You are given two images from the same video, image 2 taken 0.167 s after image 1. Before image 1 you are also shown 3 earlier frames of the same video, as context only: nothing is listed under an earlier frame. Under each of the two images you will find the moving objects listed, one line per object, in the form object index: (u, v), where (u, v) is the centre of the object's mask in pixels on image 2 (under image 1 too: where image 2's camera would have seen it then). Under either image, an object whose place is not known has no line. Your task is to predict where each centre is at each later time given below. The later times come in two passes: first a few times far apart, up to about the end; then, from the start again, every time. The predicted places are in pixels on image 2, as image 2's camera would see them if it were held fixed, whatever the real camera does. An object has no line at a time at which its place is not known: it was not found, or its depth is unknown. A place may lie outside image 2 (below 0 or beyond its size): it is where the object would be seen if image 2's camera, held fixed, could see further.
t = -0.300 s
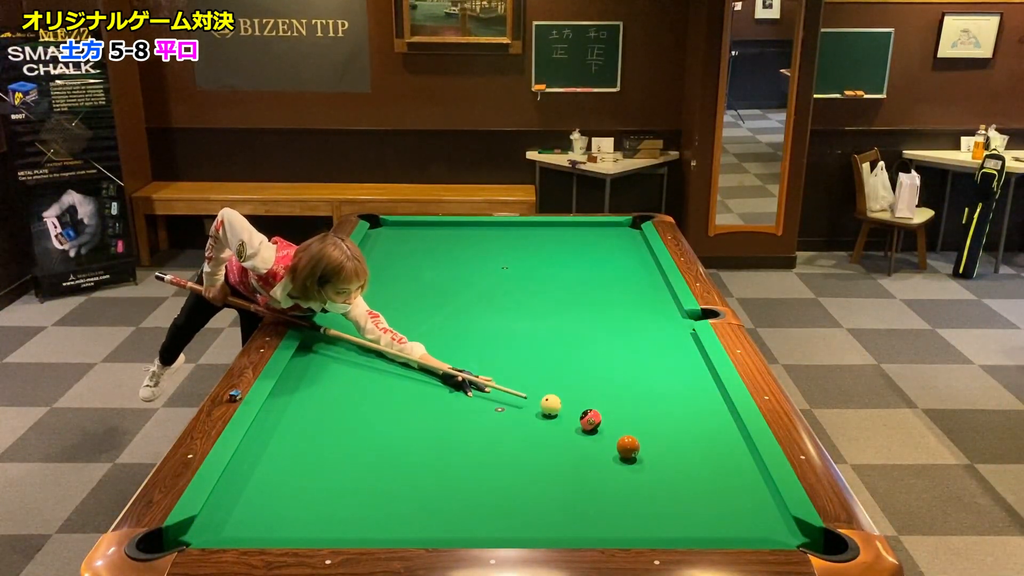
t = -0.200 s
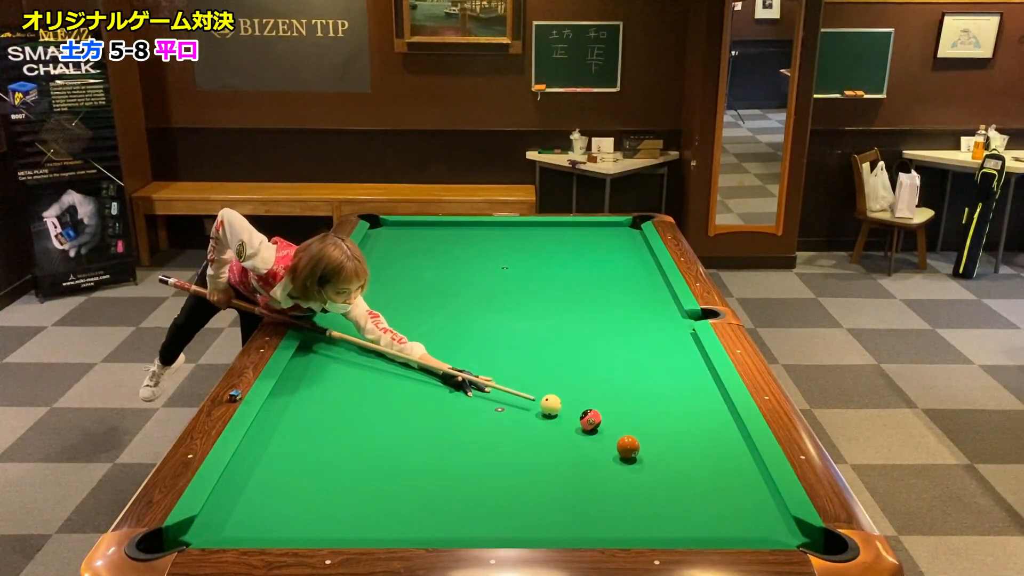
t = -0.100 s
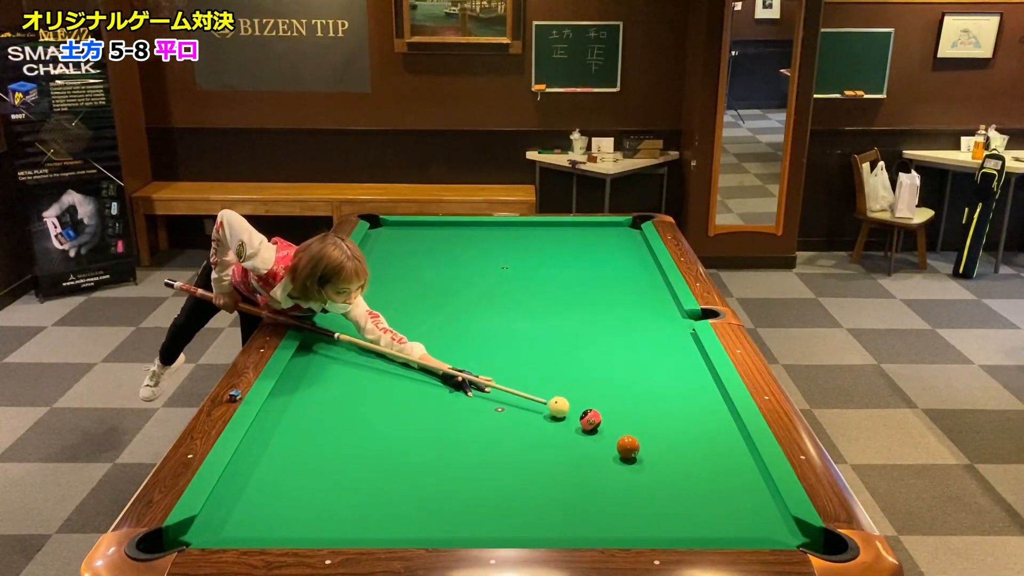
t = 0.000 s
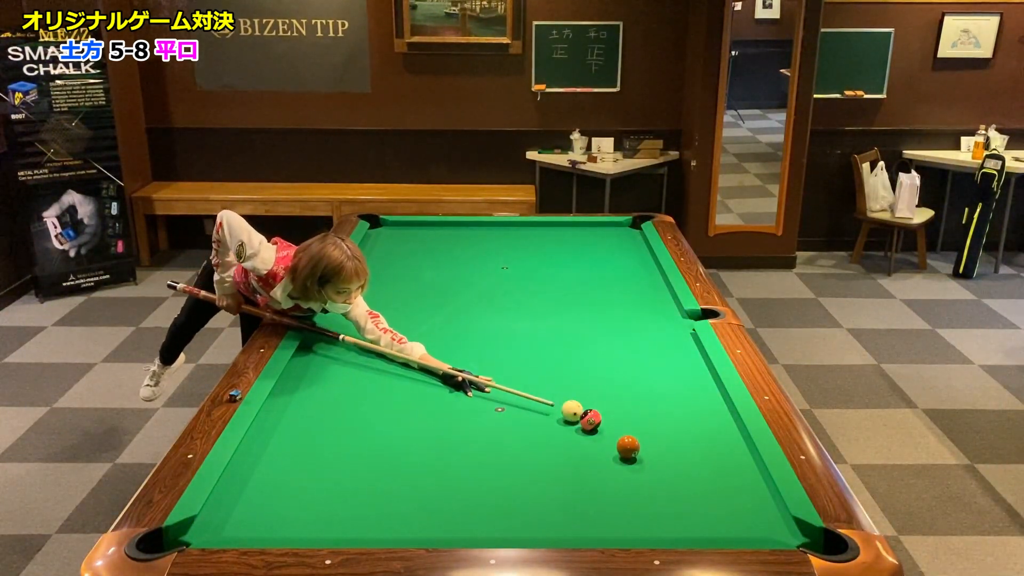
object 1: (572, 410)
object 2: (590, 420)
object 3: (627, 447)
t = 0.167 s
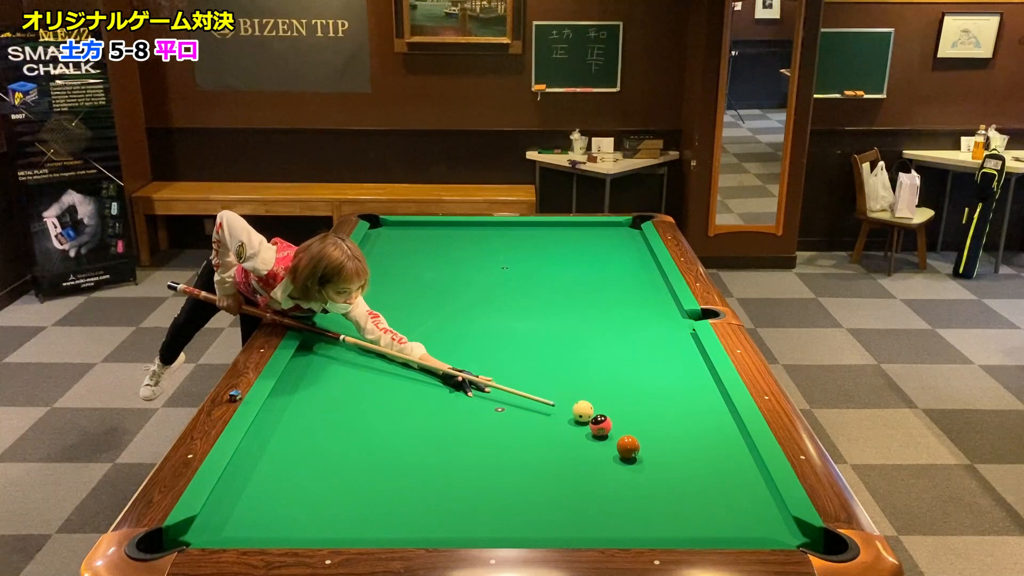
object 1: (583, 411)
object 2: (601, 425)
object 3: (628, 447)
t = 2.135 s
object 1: (624, 410)
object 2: (644, 437)
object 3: (636, 458)
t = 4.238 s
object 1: (624, 410)
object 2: (644, 437)
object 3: (636, 458)
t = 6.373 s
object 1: (624, 410)
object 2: (644, 437)
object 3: (636, 458)
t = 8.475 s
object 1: (624, 410)
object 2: (644, 437)
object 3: (636, 458)
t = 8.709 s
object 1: (624, 410)
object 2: (644, 437)
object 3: (636, 458)
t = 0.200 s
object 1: (584, 411)
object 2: (603, 426)
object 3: (628, 447)
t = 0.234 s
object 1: (586, 411)
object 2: (604, 427)
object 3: (628, 447)
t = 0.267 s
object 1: (588, 411)
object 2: (606, 428)
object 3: (628, 447)
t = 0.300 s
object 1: (589, 411)
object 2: (608, 429)
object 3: (628, 447)
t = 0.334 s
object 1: (591, 411)
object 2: (610, 430)
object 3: (628, 447)
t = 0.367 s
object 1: (592, 411)
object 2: (612, 431)
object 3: (628, 447)
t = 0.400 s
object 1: (594, 410)
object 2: (614, 432)
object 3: (628, 447)
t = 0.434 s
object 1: (595, 410)
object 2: (615, 432)
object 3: (628, 447)
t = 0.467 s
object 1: (597, 410)
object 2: (616, 432)
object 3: (628, 447)
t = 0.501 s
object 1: (598, 410)
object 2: (618, 433)
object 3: (628, 447)
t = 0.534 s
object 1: (600, 410)
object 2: (620, 433)
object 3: (628, 447)
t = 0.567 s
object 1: (601, 410)
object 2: (621, 433)
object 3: (628, 448)
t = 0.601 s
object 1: (602, 410)
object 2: (623, 433)
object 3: (629, 448)
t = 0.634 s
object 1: (603, 410)
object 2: (624, 433)
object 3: (629, 449)
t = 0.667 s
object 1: (605, 410)
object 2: (626, 433)
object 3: (630, 449)
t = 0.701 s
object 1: (606, 410)
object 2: (627, 433)
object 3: (630, 450)
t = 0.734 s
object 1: (607, 410)
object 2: (628, 434)
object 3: (631, 451)
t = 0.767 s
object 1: (608, 410)
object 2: (630, 434)
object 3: (631, 451)
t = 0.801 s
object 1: (609, 410)
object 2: (631, 434)
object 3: (631, 452)
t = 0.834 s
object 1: (610, 410)
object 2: (631, 434)
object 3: (632, 452)
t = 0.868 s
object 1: (611, 410)
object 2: (633, 434)
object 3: (632, 453)
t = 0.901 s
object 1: (612, 410)
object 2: (634, 435)
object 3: (633, 453)
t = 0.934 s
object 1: (613, 410)
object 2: (634, 435)
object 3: (633, 454)
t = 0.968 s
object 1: (614, 410)
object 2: (635, 435)
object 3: (633, 454)
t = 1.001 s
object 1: (615, 410)
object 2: (636, 435)
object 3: (634, 454)
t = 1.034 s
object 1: (616, 410)
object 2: (637, 436)
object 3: (634, 455)
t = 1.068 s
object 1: (617, 410)
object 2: (638, 436)
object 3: (634, 455)
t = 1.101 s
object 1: (617, 410)
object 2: (638, 436)
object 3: (634, 455)
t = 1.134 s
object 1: (618, 410)
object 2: (639, 436)
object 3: (634, 456)
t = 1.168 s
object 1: (619, 410)
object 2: (639, 436)
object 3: (635, 456)
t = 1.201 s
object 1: (620, 410)
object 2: (640, 436)
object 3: (635, 456)
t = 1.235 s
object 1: (620, 410)
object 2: (640, 437)
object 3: (635, 456)
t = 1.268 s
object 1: (621, 410)
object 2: (641, 437)
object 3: (635, 457)
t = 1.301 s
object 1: (621, 410)
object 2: (641, 436)
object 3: (635, 457)
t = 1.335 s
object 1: (622, 410)
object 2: (641, 437)
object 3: (635, 457)
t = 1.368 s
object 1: (623, 410)
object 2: (642, 437)
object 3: (635, 457)
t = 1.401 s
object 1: (623, 410)
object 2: (642, 437)
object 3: (636, 457)
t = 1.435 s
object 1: (624, 410)
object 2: (642, 437)
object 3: (636, 458)
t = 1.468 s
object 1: (624, 410)
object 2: (642, 437)
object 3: (636, 458)
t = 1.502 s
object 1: (624, 410)
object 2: (643, 437)
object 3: (636, 458)
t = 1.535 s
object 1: (625, 410)
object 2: (643, 437)
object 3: (636, 458)
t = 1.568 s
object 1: (625, 410)
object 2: (643, 437)
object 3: (636, 458)
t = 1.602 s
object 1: (625, 410)
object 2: (643, 437)
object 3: (636, 458)
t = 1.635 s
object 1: (625, 410)
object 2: (643, 437)
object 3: (636, 458)
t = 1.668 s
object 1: (625, 410)
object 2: (643, 437)
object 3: (636, 458)
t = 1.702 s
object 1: (625, 410)
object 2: (643, 437)
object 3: (636, 458)
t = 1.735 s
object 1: (625, 410)
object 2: (643, 437)
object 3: (636, 458)
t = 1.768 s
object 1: (625, 410)
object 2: (643, 437)
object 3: (636, 458)
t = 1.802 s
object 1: (625, 410)
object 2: (643, 437)
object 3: (636, 458)
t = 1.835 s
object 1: (625, 410)
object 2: (644, 437)
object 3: (636, 458)
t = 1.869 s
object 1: (625, 410)
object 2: (644, 437)
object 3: (636, 458)
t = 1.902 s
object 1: (625, 410)
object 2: (644, 437)
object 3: (636, 458)
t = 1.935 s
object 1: (625, 410)
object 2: (644, 437)
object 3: (636, 458)
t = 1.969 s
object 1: (625, 410)
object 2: (644, 437)
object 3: (636, 458)
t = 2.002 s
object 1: (625, 410)
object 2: (644, 437)
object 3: (636, 458)
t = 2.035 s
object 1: (625, 410)
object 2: (644, 437)
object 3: (636, 458)
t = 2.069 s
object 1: (625, 410)
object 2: (644, 437)
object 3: (636, 458)
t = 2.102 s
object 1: (624, 410)
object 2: (644, 437)
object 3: (636, 458)
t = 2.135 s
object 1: (624, 410)
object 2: (644, 437)
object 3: (636, 458)
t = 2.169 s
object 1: (624, 410)
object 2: (644, 437)
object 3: (636, 458)
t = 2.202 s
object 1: (624, 410)
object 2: (644, 437)
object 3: (636, 458)
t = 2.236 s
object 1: (624, 410)
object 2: (644, 437)
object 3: (636, 458)
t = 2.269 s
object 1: (624, 410)
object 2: (644, 437)
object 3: (636, 458)
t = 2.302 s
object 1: (624, 410)
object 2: (644, 437)
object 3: (636, 458)
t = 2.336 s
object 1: (624, 410)
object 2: (644, 437)
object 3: (636, 458)
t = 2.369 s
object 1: (624, 410)
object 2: (644, 437)
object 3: (636, 458)
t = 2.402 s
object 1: (624, 410)
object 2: (644, 437)
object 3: (636, 458)
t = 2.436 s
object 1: (624, 410)
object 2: (644, 437)
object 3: (636, 458)
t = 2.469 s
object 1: (624, 410)
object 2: (644, 437)
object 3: (636, 458)
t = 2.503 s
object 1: (624, 410)
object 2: (644, 437)
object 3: (636, 458)
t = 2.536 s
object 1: (624, 410)
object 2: (644, 437)
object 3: (636, 458)
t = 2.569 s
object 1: (624, 410)
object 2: (644, 437)
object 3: (636, 458)
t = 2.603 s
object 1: (624, 410)
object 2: (644, 437)
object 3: (636, 458)
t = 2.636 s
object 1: (624, 410)
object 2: (644, 437)
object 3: (636, 458)
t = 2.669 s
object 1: (624, 410)
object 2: (644, 437)
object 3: (636, 458)
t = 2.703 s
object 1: (624, 410)
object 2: (644, 437)
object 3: (636, 458)
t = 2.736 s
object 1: (624, 410)
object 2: (644, 437)
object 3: (636, 458)
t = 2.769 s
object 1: (624, 410)
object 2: (644, 437)
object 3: (636, 458)
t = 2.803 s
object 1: (624, 410)
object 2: (644, 437)
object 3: (636, 458)
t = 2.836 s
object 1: (624, 410)
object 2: (644, 437)
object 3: (636, 458)
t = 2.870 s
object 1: (624, 410)
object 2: (644, 437)
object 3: (636, 458)
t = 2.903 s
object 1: (624, 410)
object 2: (644, 437)
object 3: (636, 458)
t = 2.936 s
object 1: (624, 410)
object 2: (644, 437)
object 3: (636, 458)
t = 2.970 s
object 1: (624, 410)
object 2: (644, 437)
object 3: (636, 458)
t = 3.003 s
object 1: (624, 410)
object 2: (644, 437)
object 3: (636, 458)
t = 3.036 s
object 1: (624, 410)
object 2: (644, 437)
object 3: (636, 458)
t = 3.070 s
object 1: (624, 410)
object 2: (644, 437)
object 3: (636, 458)
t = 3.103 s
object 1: (624, 410)
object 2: (644, 437)
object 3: (636, 458)
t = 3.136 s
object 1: (624, 410)
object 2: (644, 437)
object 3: (636, 458)
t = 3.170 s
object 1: (624, 410)
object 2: (644, 437)
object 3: (636, 458)
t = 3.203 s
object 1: (624, 410)
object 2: (644, 437)
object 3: (636, 458)
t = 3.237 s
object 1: (624, 410)
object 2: (644, 437)
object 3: (636, 458)
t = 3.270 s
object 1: (624, 410)
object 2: (644, 437)
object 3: (636, 458)
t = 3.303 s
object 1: (624, 410)
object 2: (644, 437)
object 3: (636, 458)
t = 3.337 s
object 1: (624, 410)
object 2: (644, 437)
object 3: (636, 458)
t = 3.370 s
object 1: (624, 410)
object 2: (644, 437)
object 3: (636, 458)
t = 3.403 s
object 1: (624, 410)
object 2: (644, 437)
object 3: (636, 458)
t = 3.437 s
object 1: (624, 410)
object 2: (644, 437)
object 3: (636, 458)
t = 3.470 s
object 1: (624, 410)
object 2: (644, 437)
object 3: (636, 458)
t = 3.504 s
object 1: (624, 410)
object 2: (644, 437)
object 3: (636, 458)
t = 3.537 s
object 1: (624, 410)
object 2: (644, 437)
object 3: (636, 458)
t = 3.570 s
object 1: (624, 410)
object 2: (644, 437)
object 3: (636, 458)
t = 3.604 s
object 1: (624, 410)
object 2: (644, 437)
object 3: (636, 458)
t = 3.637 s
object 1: (624, 410)
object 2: (644, 437)
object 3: (636, 458)
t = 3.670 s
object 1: (624, 410)
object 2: (644, 437)
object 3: (636, 458)
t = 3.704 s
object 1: (624, 410)
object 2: (644, 437)
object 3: (636, 458)
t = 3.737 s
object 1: (624, 410)
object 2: (644, 437)
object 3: (636, 458)
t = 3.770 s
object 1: (624, 410)
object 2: (644, 437)
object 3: (636, 458)
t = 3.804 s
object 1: (624, 410)
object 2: (644, 437)
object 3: (636, 458)
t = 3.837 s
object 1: (624, 410)
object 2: (644, 437)
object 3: (636, 458)
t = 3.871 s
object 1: (624, 410)
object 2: (644, 437)
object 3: (636, 458)
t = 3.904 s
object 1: (624, 410)
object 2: (644, 437)
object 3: (636, 458)
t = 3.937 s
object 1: (624, 410)
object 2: (644, 437)
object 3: (636, 458)
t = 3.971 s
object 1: (624, 410)
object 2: (644, 437)
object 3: (636, 458)
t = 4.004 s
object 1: (624, 410)
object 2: (644, 437)
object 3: (636, 458)
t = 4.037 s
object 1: (624, 410)
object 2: (644, 437)
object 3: (636, 458)
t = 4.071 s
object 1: (624, 410)
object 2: (644, 437)
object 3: (636, 458)
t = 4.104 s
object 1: (624, 410)
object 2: (644, 437)
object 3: (636, 458)
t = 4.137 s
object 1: (624, 410)
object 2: (644, 437)
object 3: (636, 458)
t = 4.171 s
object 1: (624, 410)
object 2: (644, 437)
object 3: (636, 458)
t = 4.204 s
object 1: (624, 410)
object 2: (644, 437)
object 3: (636, 458)
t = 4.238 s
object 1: (624, 410)
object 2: (644, 437)
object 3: (636, 458)
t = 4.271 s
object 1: (624, 410)
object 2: (644, 437)
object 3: (636, 458)
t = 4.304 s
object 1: (624, 410)
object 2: (644, 437)
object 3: (636, 458)
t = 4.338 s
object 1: (624, 410)
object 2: (644, 437)
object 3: (636, 458)
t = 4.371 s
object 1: (624, 410)
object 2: (644, 437)
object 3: (636, 458)
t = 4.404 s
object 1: (624, 410)
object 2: (644, 437)
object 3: (636, 458)
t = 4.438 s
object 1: (624, 410)
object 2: (644, 437)
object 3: (636, 458)
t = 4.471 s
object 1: (624, 410)
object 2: (644, 437)
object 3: (636, 458)
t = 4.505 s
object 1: (624, 410)
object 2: (644, 437)
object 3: (636, 458)
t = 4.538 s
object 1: (624, 410)
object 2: (644, 437)
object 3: (636, 458)
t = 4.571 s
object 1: (624, 410)
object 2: (644, 437)
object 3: (636, 458)
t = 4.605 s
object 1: (624, 410)
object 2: (644, 437)
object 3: (636, 458)
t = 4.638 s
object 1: (624, 410)
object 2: (644, 437)
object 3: (636, 458)
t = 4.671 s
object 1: (624, 410)
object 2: (644, 437)
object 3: (636, 458)
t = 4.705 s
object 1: (624, 410)
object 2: (644, 437)
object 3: (636, 458)
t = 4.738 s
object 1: (624, 410)
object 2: (644, 437)
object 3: (636, 458)
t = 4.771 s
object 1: (624, 410)
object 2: (644, 437)
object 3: (636, 458)
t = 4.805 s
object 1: (624, 410)
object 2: (644, 437)
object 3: (636, 458)
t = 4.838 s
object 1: (624, 410)
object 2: (644, 437)
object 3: (636, 458)
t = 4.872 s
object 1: (624, 410)
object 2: (644, 437)
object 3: (636, 458)
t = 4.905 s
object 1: (624, 410)
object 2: (644, 437)
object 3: (636, 458)
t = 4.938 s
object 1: (624, 410)
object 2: (644, 437)
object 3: (636, 458)
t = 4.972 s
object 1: (624, 410)
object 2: (644, 437)
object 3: (636, 458)
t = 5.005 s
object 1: (624, 410)
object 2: (644, 437)
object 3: (636, 458)
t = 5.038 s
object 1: (624, 410)
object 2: (644, 437)
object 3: (636, 458)
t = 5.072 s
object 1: (624, 410)
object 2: (644, 437)
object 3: (636, 458)
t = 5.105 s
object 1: (624, 410)
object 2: (644, 437)
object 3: (636, 458)
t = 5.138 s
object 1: (624, 410)
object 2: (644, 437)
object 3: (636, 458)
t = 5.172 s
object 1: (624, 410)
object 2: (644, 437)
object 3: (636, 458)
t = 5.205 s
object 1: (624, 410)
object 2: (644, 437)
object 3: (636, 458)
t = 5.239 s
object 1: (624, 410)
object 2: (644, 437)
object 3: (636, 458)
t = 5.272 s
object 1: (624, 410)
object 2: (644, 437)
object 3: (636, 458)
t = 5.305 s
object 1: (624, 410)
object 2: (644, 437)
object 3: (636, 458)
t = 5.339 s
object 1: (624, 410)
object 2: (644, 437)
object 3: (636, 458)
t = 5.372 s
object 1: (624, 410)
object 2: (644, 437)
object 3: (636, 458)
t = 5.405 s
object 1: (624, 410)
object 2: (644, 437)
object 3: (636, 458)
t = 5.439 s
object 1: (624, 410)
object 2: (644, 437)
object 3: (636, 458)
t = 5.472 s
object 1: (624, 410)
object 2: (644, 437)
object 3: (636, 458)
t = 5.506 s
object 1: (624, 410)
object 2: (644, 437)
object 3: (636, 458)
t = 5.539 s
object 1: (624, 410)
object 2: (644, 437)
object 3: (636, 458)
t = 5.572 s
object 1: (624, 410)
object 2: (644, 437)
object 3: (636, 458)
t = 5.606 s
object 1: (624, 410)
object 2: (644, 437)
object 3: (636, 458)
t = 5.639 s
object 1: (624, 410)
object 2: (644, 437)
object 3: (636, 458)
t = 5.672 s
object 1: (624, 410)
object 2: (644, 437)
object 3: (636, 458)
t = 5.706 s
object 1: (624, 410)
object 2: (644, 437)
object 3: (636, 458)
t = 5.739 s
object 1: (624, 410)
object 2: (644, 437)
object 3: (636, 458)
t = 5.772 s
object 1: (624, 410)
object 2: (644, 437)
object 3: (636, 458)
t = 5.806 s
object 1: (624, 410)
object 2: (644, 437)
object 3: (636, 458)
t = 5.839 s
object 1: (624, 410)
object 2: (644, 437)
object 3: (636, 458)
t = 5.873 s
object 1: (624, 410)
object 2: (644, 437)
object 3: (636, 458)
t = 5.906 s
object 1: (624, 410)
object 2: (644, 437)
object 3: (636, 458)
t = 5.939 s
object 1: (624, 410)
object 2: (644, 437)
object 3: (636, 458)
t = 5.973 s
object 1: (624, 410)
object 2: (644, 437)
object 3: (636, 458)
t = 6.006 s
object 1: (624, 410)
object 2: (644, 437)
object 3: (636, 458)
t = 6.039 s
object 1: (624, 410)
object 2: (644, 437)
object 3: (636, 458)
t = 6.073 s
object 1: (624, 410)
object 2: (644, 437)
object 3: (636, 458)
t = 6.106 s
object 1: (624, 410)
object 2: (644, 437)
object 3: (636, 458)
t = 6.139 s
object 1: (624, 410)
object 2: (644, 437)
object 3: (636, 458)
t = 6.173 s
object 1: (624, 410)
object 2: (644, 437)
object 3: (636, 458)
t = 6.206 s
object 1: (624, 410)
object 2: (644, 437)
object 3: (636, 458)
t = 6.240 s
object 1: (624, 410)
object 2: (644, 437)
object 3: (636, 458)
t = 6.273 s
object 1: (624, 410)
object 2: (644, 437)
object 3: (636, 458)
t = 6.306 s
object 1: (624, 410)
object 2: (644, 437)
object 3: (636, 458)
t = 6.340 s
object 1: (624, 410)
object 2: (644, 437)
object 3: (636, 458)
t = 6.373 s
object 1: (624, 410)
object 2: (644, 437)
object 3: (636, 458)
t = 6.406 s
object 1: (624, 410)
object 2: (644, 437)
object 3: (636, 458)
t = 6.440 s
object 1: (624, 410)
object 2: (644, 437)
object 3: (636, 458)
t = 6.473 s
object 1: (624, 410)
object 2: (644, 437)
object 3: (636, 458)
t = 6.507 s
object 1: (624, 410)
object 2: (644, 437)
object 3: (636, 458)
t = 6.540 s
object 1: (624, 410)
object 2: (644, 437)
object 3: (636, 458)
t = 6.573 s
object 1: (624, 410)
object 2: (644, 437)
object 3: (636, 458)
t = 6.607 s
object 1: (624, 410)
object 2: (644, 437)
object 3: (636, 458)
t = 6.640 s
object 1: (624, 410)
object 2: (644, 437)
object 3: (636, 458)
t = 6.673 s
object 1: (624, 410)
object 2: (644, 437)
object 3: (636, 458)
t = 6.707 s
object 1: (624, 410)
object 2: (644, 437)
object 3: (636, 458)
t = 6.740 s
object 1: (624, 410)
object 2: (644, 437)
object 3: (636, 458)
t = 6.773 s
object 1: (624, 410)
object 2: (644, 437)
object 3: (636, 458)
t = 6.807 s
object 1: (624, 410)
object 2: (644, 437)
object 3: (636, 458)
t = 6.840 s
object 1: (624, 410)
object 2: (644, 437)
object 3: (636, 458)
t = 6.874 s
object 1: (624, 410)
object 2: (644, 437)
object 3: (636, 458)
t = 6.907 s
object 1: (624, 410)
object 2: (644, 437)
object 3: (636, 458)
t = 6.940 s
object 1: (624, 410)
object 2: (644, 437)
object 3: (636, 458)
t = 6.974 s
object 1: (624, 410)
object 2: (644, 437)
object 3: (636, 458)
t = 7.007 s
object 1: (624, 410)
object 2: (644, 437)
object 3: (636, 458)
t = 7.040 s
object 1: (624, 410)
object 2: (644, 437)
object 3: (636, 458)
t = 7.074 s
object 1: (624, 410)
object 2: (644, 437)
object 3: (636, 458)
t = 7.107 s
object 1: (624, 410)
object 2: (644, 437)
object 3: (636, 458)
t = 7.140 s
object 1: (624, 410)
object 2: (644, 437)
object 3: (636, 458)
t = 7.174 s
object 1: (624, 410)
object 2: (644, 437)
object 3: (636, 458)
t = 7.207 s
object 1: (624, 410)
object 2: (644, 437)
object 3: (636, 458)
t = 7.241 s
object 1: (624, 410)
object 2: (644, 437)
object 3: (636, 458)
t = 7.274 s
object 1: (624, 410)
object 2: (644, 437)
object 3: (636, 458)
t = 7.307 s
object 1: (624, 410)
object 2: (644, 437)
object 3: (636, 458)
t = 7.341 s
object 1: (624, 410)
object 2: (644, 437)
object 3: (636, 458)
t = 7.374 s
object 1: (624, 410)
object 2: (644, 437)
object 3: (636, 458)
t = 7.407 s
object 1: (624, 410)
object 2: (644, 437)
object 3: (636, 458)
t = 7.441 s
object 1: (624, 410)
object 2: (644, 437)
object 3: (636, 458)
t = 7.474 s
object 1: (624, 410)
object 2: (644, 437)
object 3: (636, 458)
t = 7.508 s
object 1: (624, 410)
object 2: (644, 437)
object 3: (636, 458)
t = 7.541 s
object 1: (624, 410)
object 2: (644, 437)
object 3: (636, 458)
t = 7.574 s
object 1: (624, 410)
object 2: (644, 437)
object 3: (636, 458)
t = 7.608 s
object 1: (624, 410)
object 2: (644, 437)
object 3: (636, 458)
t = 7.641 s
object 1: (624, 410)
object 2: (644, 437)
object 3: (636, 458)
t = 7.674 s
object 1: (624, 410)
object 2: (644, 437)
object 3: (636, 458)
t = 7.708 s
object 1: (624, 410)
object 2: (644, 437)
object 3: (636, 458)
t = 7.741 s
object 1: (624, 410)
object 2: (644, 437)
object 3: (636, 458)
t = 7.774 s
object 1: (624, 410)
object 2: (644, 437)
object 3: (636, 458)
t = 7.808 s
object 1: (624, 410)
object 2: (644, 437)
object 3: (636, 458)
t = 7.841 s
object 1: (624, 410)
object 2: (644, 437)
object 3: (636, 458)
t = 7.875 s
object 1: (624, 410)
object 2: (644, 437)
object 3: (636, 458)
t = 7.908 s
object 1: (624, 410)
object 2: (644, 437)
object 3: (636, 458)
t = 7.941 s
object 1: (624, 410)
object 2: (644, 437)
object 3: (636, 458)
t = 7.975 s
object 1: (624, 410)
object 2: (644, 437)
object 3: (636, 458)
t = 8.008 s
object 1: (624, 410)
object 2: (644, 437)
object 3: (636, 458)
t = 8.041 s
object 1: (624, 410)
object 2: (644, 437)
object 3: (636, 458)
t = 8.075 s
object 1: (624, 410)
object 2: (644, 437)
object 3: (636, 458)
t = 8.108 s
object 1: (624, 410)
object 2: (644, 437)
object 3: (636, 458)
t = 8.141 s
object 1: (624, 410)
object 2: (644, 437)
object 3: (636, 458)
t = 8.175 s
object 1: (624, 410)
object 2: (644, 437)
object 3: (636, 458)
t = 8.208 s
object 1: (624, 410)
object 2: (644, 437)
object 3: (636, 458)
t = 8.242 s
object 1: (624, 410)
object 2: (644, 437)
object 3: (636, 458)
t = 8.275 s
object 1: (624, 410)
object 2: (644, 437)
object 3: (636, 458)
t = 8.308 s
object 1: (624, 410)
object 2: (644, 437)
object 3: (636, 458)
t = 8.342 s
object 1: (624, 410)
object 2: (644, 437)
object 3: (636, 458)
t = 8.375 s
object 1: (624, 410)
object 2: (644, 437)
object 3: (636, 458)
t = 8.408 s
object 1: (624, 410)
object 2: (644, 437)
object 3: (636, 458)
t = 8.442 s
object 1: (624, 410)
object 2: (644, 437)
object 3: (636, 458)
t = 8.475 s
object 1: (624, 410)
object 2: (644, 437)
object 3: (636, 458)
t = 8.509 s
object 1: (624, 410)
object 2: (644, 437)
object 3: (636, 458)
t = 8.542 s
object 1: (624, 410)
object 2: (644, 437)
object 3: (636, 458)
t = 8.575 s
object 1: (624, 410)
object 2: (644, 437)
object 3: (636, 458)
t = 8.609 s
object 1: (624, 410)
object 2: (644, 437)
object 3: (636, 458)
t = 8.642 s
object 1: (624, 410)
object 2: (644, 437)
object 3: (636, 458)
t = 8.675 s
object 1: (624, 410)
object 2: (644, 437)
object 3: (636, 458)
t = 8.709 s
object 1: (624, 410)
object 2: (644, 437)
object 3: (636, 458)
